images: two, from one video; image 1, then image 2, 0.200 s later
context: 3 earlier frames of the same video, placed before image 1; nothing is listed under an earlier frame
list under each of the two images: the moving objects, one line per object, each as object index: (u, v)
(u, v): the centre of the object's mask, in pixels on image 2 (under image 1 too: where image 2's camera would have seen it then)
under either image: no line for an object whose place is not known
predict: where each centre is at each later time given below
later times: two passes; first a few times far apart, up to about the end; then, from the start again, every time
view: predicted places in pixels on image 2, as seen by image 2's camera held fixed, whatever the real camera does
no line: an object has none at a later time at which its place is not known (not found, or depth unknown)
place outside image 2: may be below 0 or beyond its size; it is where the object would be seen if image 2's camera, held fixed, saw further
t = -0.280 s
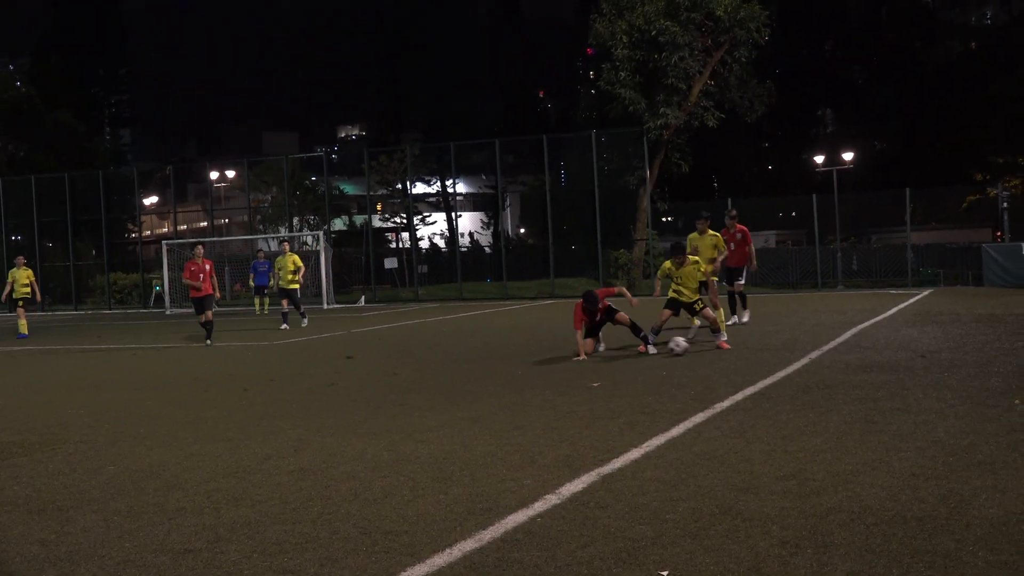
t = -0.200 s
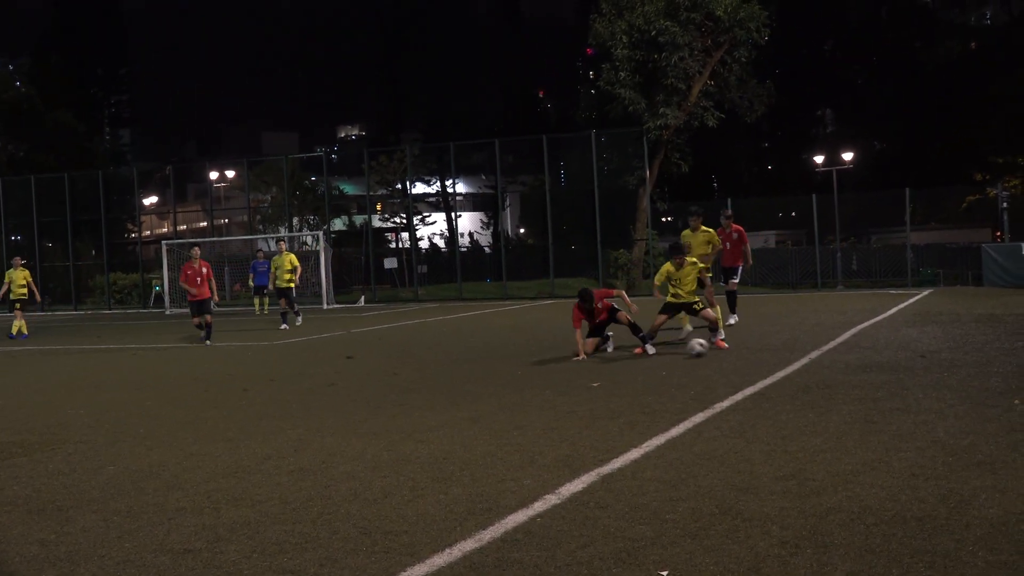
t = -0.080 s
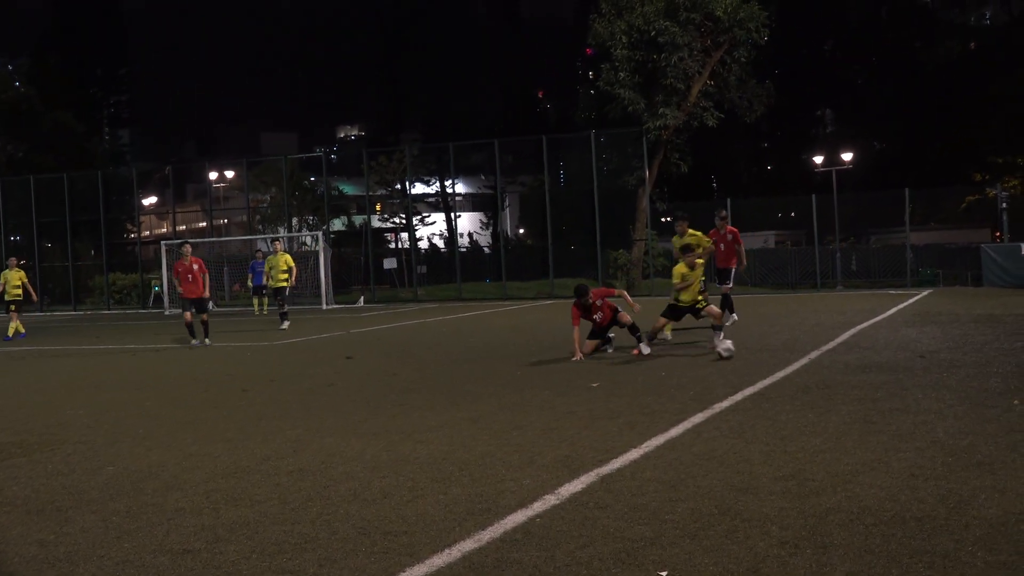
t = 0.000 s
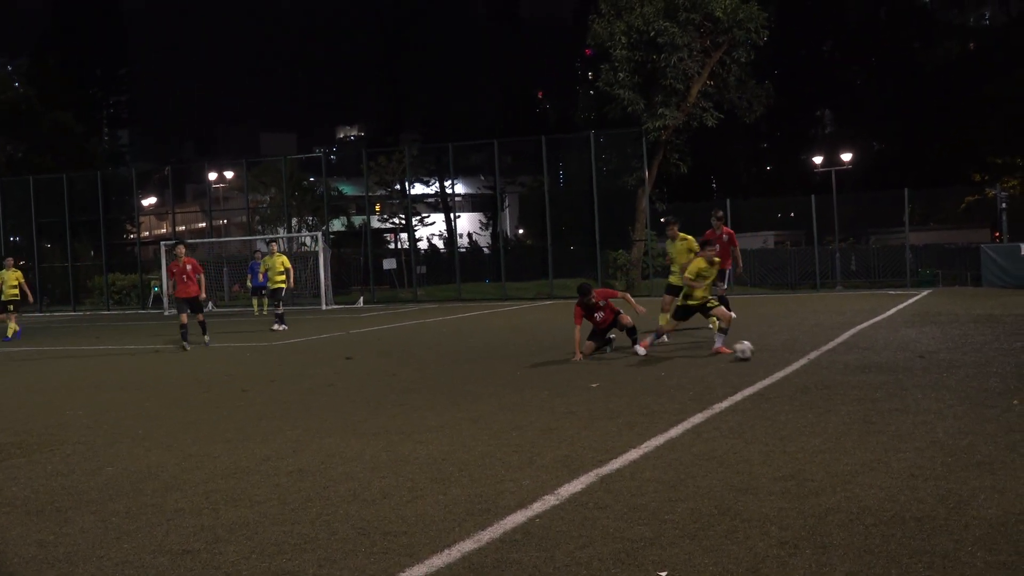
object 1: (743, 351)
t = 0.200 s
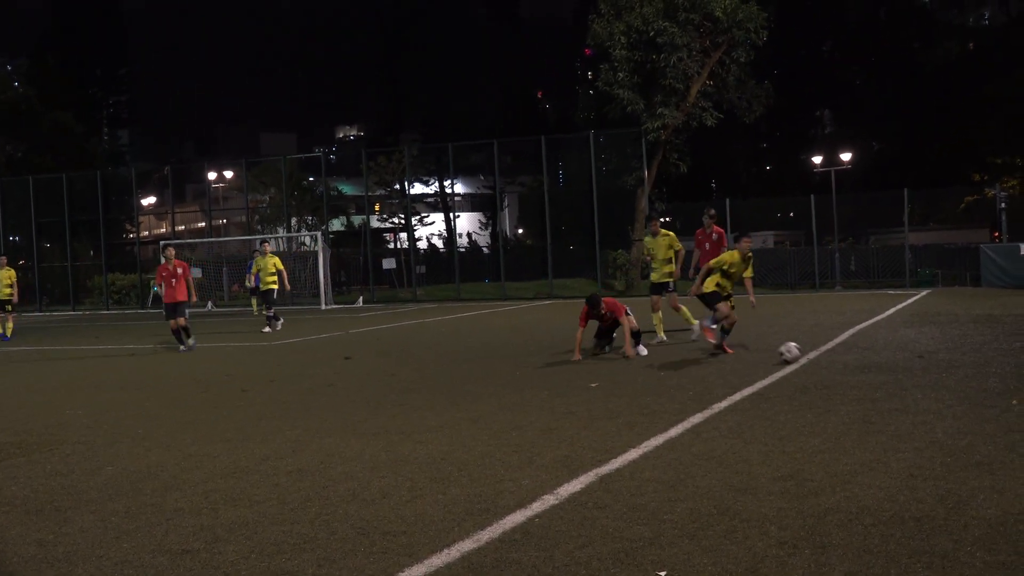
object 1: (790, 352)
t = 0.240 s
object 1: (800, 353)
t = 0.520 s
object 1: (864, 357)
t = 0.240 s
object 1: (800, 353)
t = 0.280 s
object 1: (809, 353)
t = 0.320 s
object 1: (818, 355)
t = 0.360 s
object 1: (828, 355)
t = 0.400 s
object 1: (837, 356)
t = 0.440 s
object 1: (846, 356)
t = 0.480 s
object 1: (855, 357)
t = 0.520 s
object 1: (864, 357)
